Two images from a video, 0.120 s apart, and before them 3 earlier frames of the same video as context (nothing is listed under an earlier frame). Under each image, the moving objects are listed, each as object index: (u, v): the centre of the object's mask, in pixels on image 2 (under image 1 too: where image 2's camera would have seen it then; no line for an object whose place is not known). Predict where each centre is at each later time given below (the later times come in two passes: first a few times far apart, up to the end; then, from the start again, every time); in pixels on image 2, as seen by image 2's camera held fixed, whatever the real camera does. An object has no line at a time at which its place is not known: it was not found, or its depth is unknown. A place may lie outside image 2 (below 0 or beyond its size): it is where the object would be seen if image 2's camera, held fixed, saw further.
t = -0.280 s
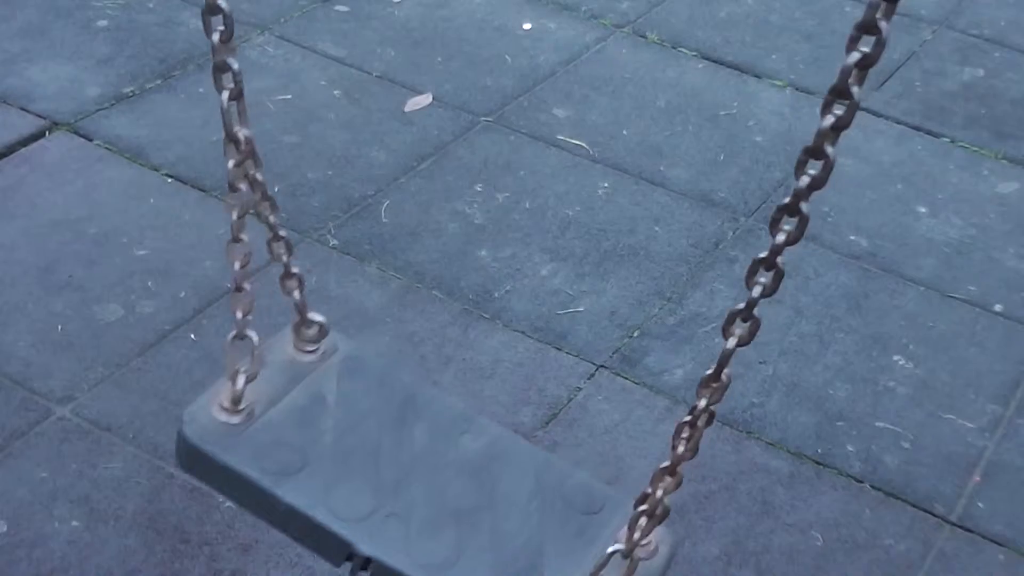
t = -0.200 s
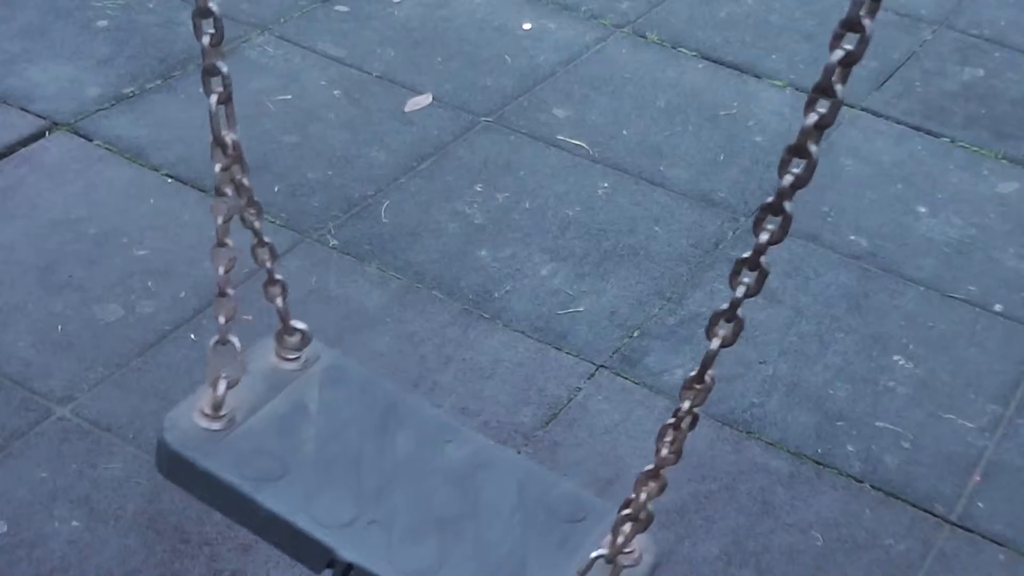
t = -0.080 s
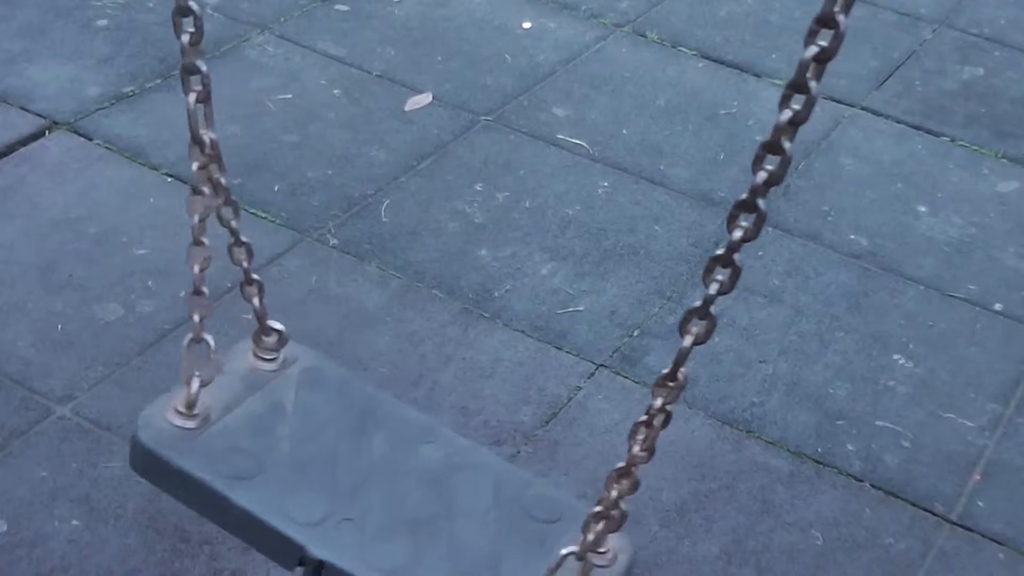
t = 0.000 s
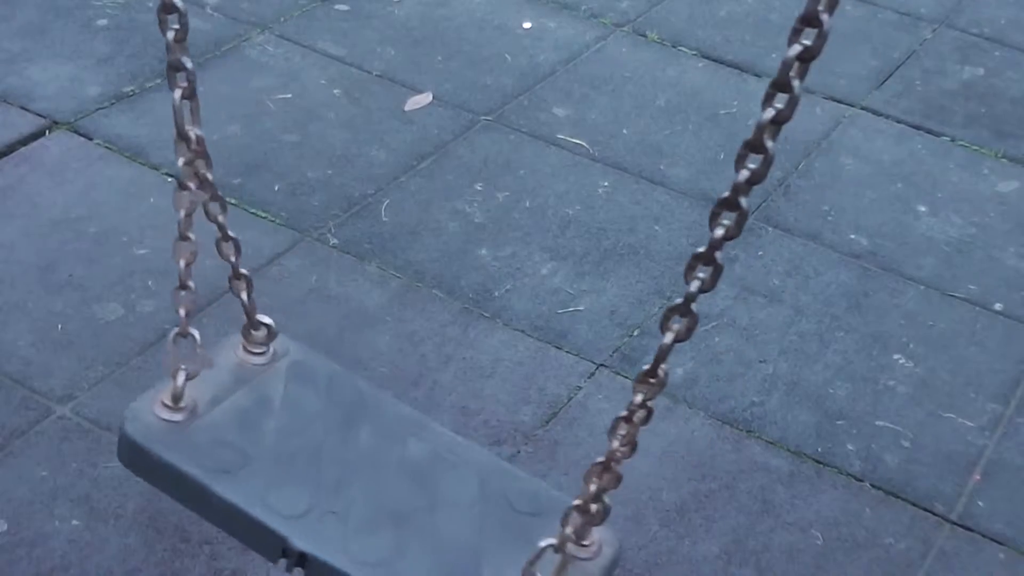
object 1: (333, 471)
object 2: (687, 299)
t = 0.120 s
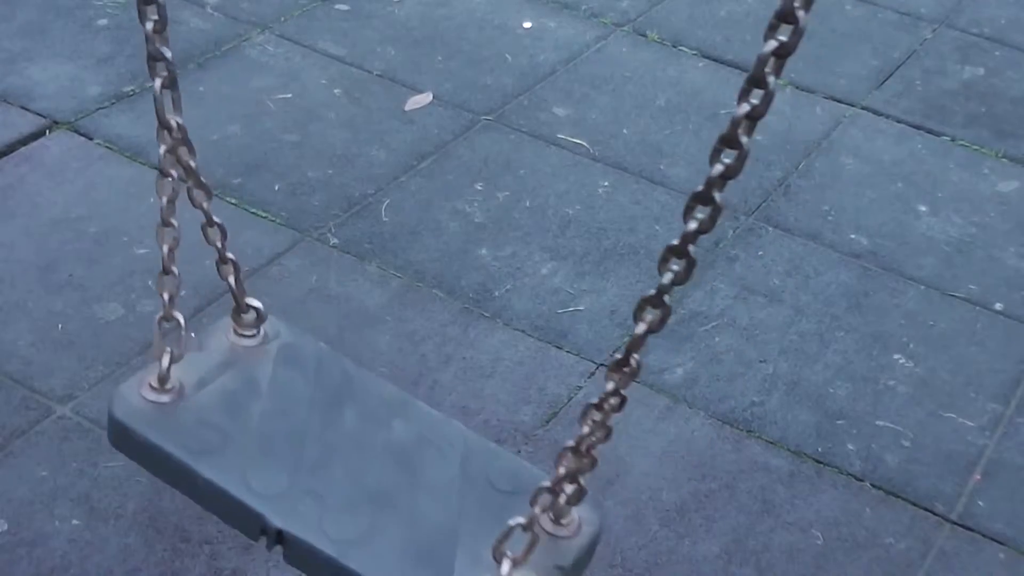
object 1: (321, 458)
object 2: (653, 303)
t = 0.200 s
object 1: (316, 445)
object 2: (628, 304)
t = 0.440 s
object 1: (335, 410)
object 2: (574, 279)
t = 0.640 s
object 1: (348, 363)
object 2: (566, 246)
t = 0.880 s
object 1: (391, 318)
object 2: (604, 213)
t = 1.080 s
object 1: (437, 303)
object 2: (655, 200)
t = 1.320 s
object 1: (484, 324)
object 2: (709, 217)
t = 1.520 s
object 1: (507, 359)
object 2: (743, 246)
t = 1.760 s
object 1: (511, 406)
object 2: (774, 276)
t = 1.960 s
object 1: (472, 428)
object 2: (765, 297)
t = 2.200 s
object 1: (379, 460)
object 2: (713, 300)
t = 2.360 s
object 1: (331, 463)
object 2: (662, 301)
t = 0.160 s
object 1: (318, 452)
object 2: (641, 304)
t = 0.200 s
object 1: (316, 445)
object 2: (628, 304)
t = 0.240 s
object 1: (333, 446)
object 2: (614, 306)
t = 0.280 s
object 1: (333, 441)
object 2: (605, 301)
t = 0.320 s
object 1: (333, 434)
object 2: (596, 295)
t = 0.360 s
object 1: (333, 427)
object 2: (587, 290)
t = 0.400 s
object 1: (334, 419)
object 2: (580, 285)
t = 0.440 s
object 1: (335, 410)
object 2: (574, 279)
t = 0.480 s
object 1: (335, 401)
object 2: (570, 271)
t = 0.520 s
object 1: (337, 392)
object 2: (567, 265)
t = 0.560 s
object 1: (339, 382)
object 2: (565, 258)
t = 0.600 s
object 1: (343, 373)
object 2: (564, 253)
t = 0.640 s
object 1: (348, 363)
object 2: (566, 246)
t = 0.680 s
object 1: (353, 355)
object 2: (569, 239)
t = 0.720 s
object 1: (359, 347)
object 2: (572, 235)
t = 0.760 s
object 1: (367, 339)
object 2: (579, 228)
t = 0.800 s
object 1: (374, 332)
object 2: (586, 223)
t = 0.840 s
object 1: (382, 325)
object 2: (594, 219)
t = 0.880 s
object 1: (391, 318)
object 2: (604, 213)
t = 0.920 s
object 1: (400, 313)
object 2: (614, 209)
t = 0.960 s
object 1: (410, 309)
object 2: (625, 205)
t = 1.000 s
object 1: (418, 305)
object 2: (635, 203)
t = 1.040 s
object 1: (429, 304)
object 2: (645, 201)
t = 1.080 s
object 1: (437, 303)
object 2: (655, 200)
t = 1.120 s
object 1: (446, 304)
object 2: (665, 200)
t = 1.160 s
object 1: (454, 306)
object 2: (675, 202)
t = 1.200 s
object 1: (462, 308)
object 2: (684, 204)
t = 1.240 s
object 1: (470, 313)
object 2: (692, 209)
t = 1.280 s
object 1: (477, 318)
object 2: (700, 213)
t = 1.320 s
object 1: (484, 324)
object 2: (709, 217)
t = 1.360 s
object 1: (490, 330)
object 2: (715, 223)
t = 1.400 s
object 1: (495, 337)
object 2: (722, 229)
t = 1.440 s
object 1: (500, 344)
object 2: (729, 235)
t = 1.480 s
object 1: (504, 351)
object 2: (736, 241)
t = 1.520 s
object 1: (507, 359)
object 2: (743, 246)
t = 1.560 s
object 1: (510, 367)
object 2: (749, 251)
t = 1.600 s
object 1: (513, 376)
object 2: (754, 258)
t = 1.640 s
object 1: (514, 384)
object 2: (760, 264)
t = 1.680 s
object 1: (515, 392)
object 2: (765, 270)
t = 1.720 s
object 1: (514, 399)
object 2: (769, 274)
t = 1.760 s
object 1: (511, 406)
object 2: (774, 276)
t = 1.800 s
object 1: (507, 413)
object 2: (776, 280)
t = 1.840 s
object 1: (502, 419)
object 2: (775, 286)
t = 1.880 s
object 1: (495, 424)
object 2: (773, 291)
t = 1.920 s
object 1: (484, 431)
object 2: (769, 296)
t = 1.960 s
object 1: (472, 428)
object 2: (765, 297)
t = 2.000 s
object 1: (448, 437)
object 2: (760, 297)
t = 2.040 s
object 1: (433, 443)
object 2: (753, 298)
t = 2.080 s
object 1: (421, 448)
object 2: (744, 299)
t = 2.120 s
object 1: (408, 453)
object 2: (734, 301)
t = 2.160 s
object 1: (394, 455)
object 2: (724, 300)
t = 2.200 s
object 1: (379, 460)
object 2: (713, 300)
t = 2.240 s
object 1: (367, 461)
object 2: (700, 301)
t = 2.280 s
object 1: (354, 463)
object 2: (686, 302)
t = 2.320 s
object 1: (341, 463)
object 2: (674, 302)
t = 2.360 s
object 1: (331, 463)
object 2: (662, 301)
